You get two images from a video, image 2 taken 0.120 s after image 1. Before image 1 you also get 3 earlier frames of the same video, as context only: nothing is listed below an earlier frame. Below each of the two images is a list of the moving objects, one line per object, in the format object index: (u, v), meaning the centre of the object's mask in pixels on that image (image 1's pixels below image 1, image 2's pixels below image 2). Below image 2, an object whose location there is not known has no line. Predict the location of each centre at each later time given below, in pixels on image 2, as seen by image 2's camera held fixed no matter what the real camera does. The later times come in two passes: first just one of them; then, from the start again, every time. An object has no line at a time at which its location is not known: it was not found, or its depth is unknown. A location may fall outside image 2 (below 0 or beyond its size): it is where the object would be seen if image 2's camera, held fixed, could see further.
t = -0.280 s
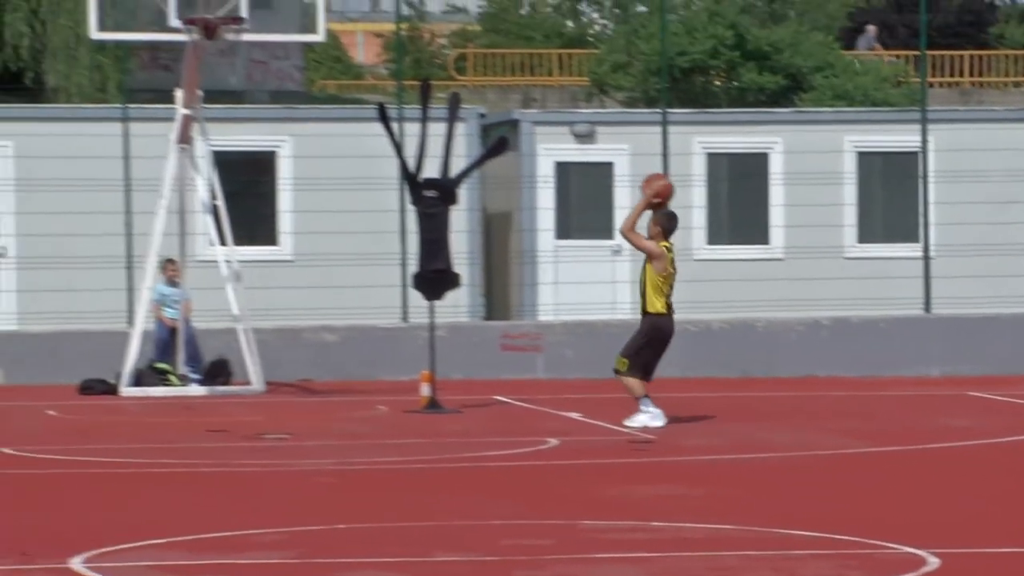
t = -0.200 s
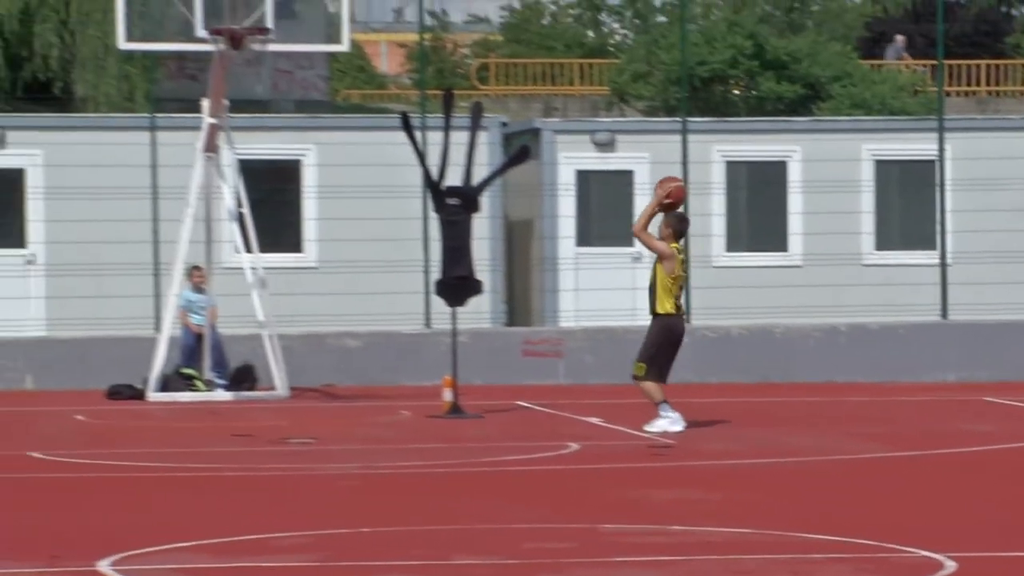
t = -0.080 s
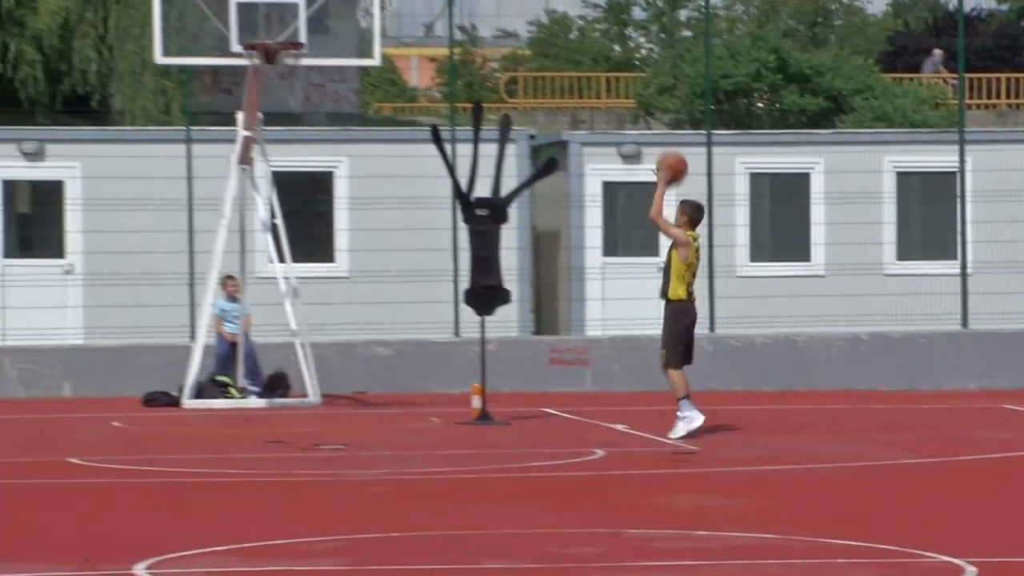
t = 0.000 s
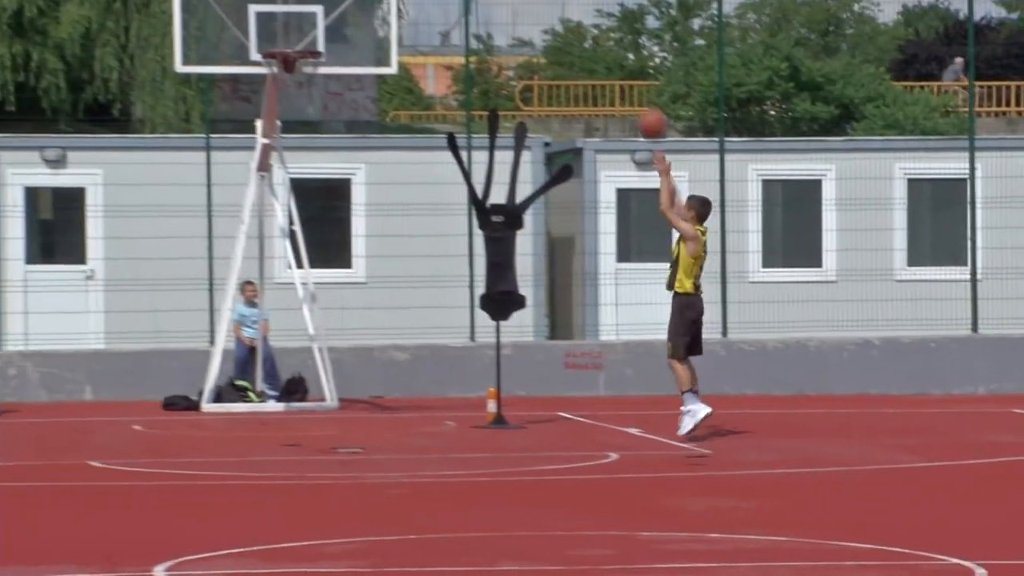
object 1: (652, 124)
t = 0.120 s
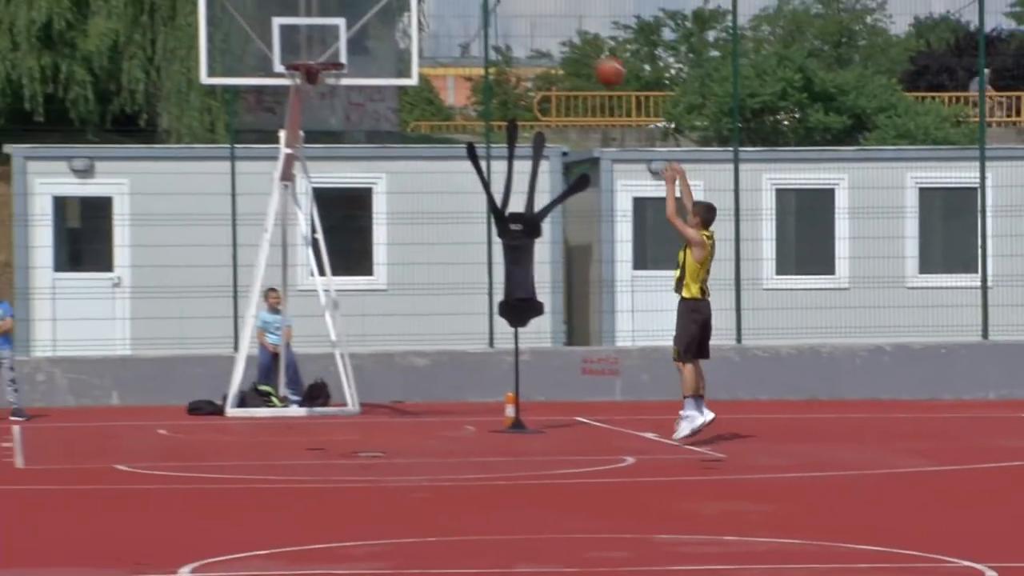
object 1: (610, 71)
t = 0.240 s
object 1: (553, 30)
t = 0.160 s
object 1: (590, 56)
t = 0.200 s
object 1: (572, 42)
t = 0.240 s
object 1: (553, 30)
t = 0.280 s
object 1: (535, 20)
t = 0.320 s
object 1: (517, 12)
